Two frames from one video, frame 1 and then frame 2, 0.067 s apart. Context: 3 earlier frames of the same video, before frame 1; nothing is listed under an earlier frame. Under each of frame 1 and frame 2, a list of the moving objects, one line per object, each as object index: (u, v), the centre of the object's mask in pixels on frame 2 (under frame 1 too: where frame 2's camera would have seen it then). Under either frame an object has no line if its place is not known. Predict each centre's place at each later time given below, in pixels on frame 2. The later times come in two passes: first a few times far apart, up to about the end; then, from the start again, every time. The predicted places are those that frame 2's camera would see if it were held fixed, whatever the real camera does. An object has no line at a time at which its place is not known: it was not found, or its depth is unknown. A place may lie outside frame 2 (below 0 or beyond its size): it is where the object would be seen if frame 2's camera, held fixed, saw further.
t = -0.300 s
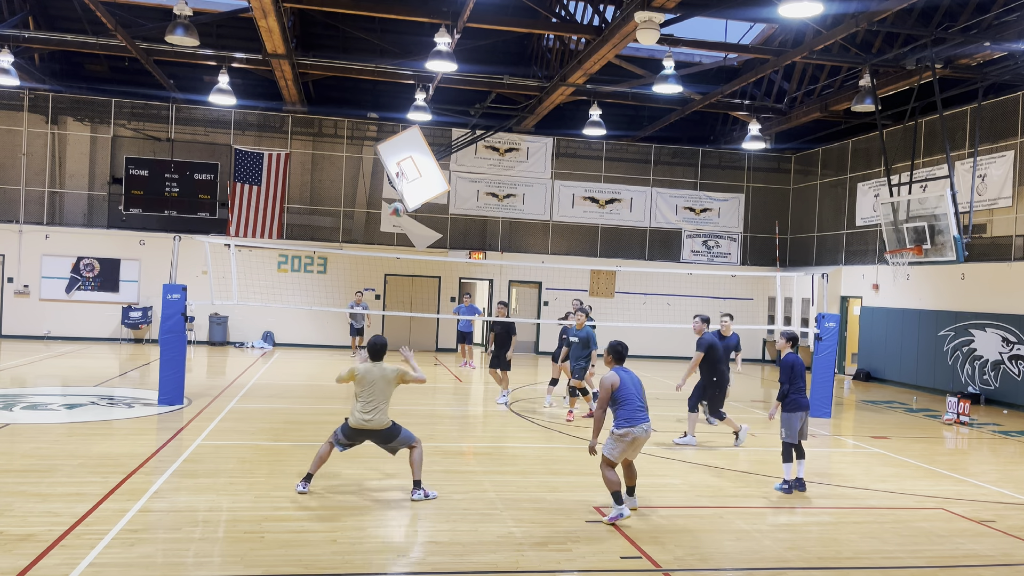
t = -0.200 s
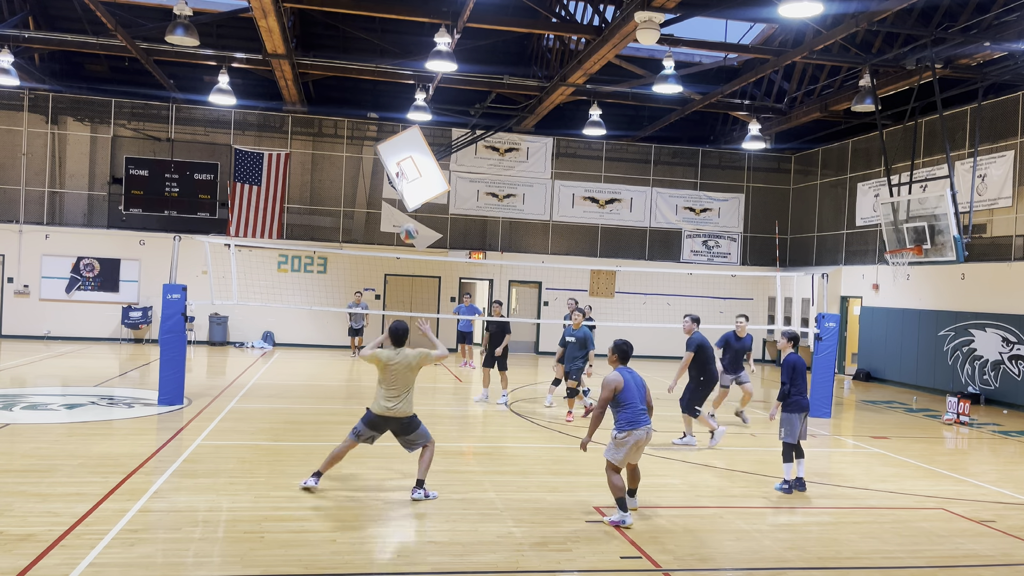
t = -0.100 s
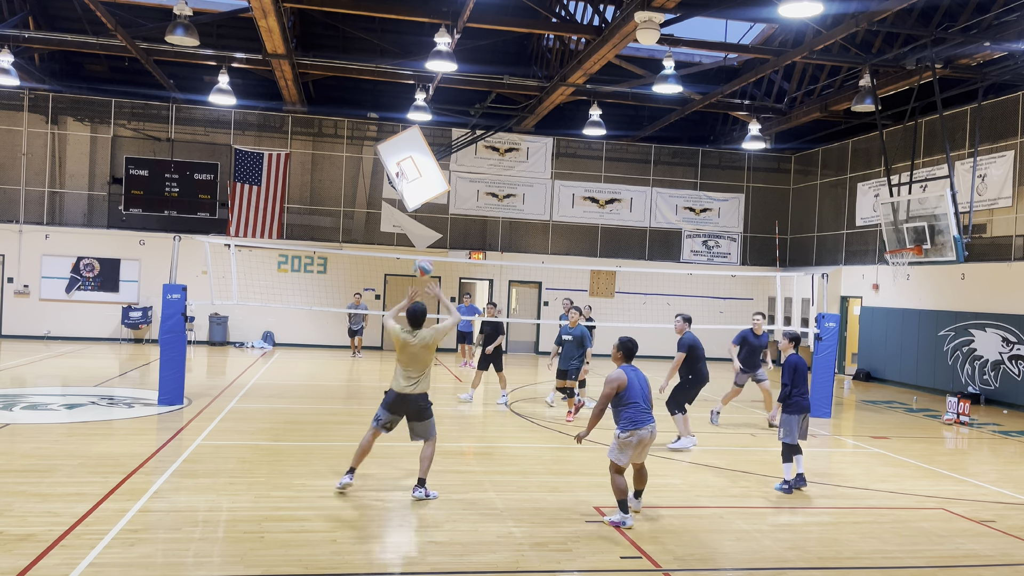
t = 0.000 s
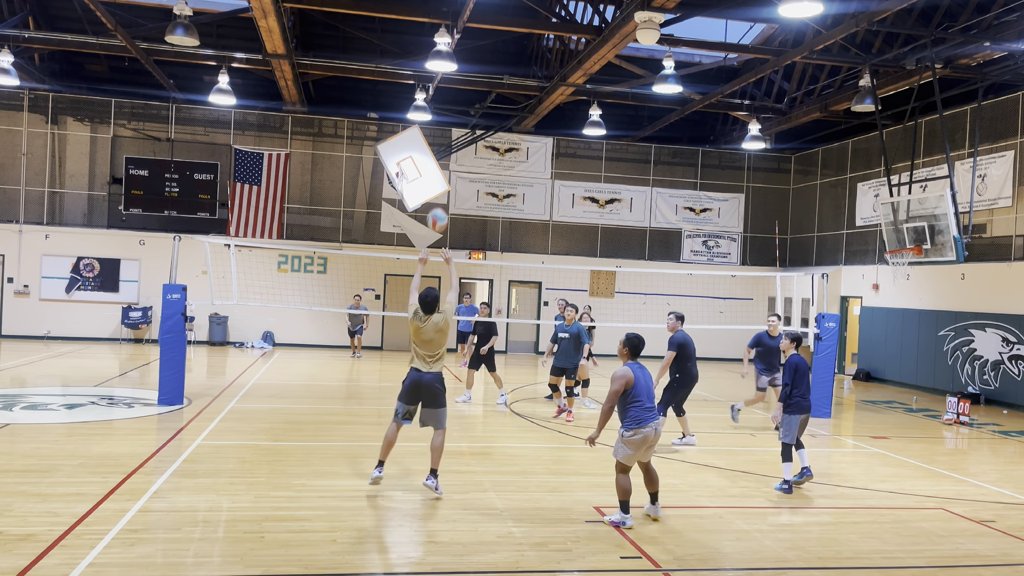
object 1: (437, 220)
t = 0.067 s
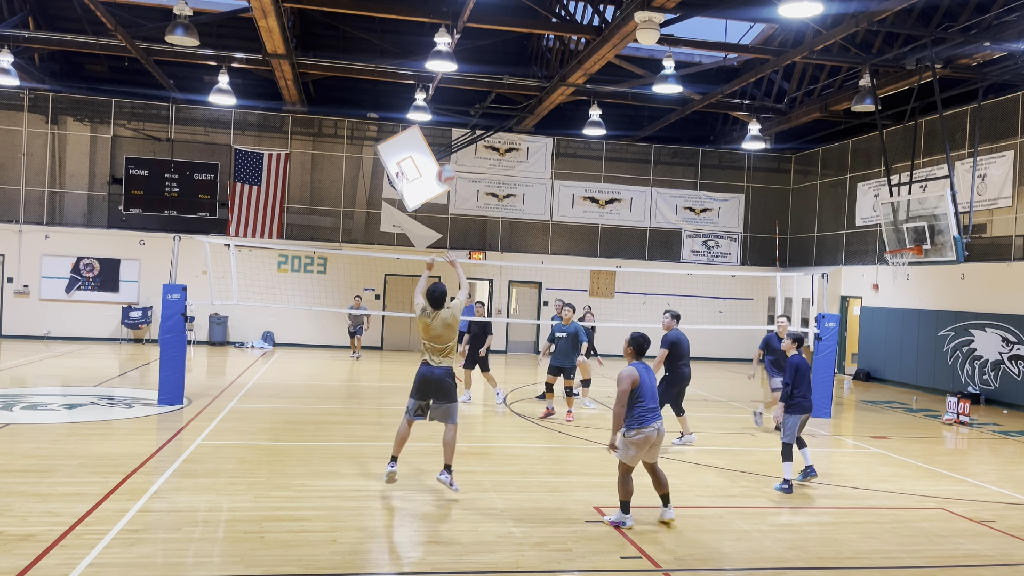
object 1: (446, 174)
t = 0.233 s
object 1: (465, 92)
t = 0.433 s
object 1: (483, 40)
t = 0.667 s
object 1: (499, 30)
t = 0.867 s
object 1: (510, 54)
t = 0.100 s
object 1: (449, 156)
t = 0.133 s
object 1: (454, 139)
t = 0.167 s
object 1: (458, 122)
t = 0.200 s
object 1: (461, 106)
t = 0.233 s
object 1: (465, 92)
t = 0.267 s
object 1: (468, 80)
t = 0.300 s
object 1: (473, 69)
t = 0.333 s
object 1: (475, 63)
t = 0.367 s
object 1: (478, 55)
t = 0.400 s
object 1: (481, 46)
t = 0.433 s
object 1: (483, 40)
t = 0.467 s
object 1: (486, 35)
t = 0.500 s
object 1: (489, 33)
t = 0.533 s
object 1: (491, 31)
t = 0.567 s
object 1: (493, 30)
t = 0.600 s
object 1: (495, 27)
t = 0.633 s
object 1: (497, 27)
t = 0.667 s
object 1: (499, 30)
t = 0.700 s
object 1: (501, 32)
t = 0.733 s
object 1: (503, 35)
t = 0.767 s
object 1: (505, 39)
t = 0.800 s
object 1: (506, 43)
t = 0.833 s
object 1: (508, 48)
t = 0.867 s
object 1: (510, 54)
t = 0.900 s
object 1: (511, 59)
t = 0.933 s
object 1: (513, 66)
